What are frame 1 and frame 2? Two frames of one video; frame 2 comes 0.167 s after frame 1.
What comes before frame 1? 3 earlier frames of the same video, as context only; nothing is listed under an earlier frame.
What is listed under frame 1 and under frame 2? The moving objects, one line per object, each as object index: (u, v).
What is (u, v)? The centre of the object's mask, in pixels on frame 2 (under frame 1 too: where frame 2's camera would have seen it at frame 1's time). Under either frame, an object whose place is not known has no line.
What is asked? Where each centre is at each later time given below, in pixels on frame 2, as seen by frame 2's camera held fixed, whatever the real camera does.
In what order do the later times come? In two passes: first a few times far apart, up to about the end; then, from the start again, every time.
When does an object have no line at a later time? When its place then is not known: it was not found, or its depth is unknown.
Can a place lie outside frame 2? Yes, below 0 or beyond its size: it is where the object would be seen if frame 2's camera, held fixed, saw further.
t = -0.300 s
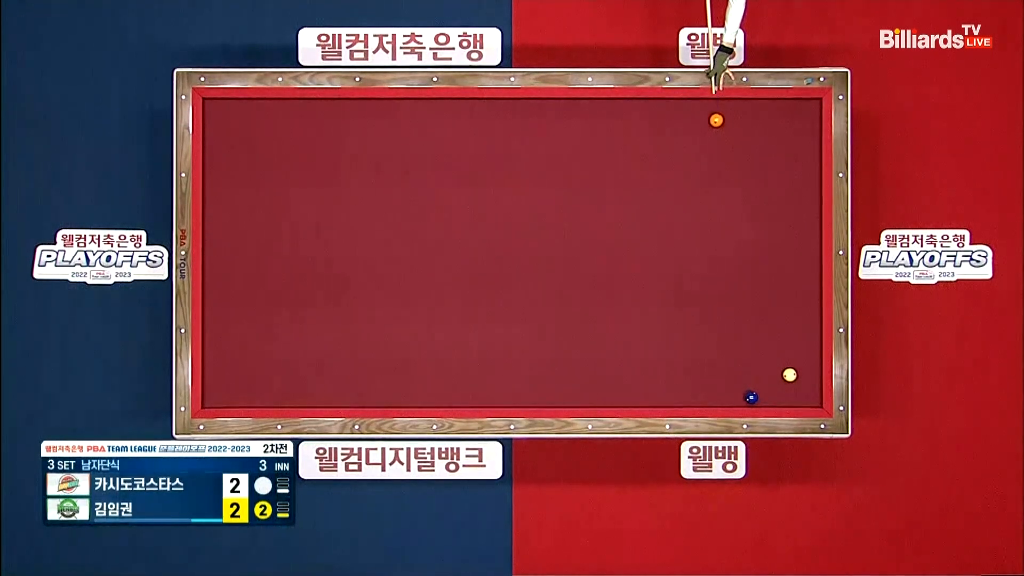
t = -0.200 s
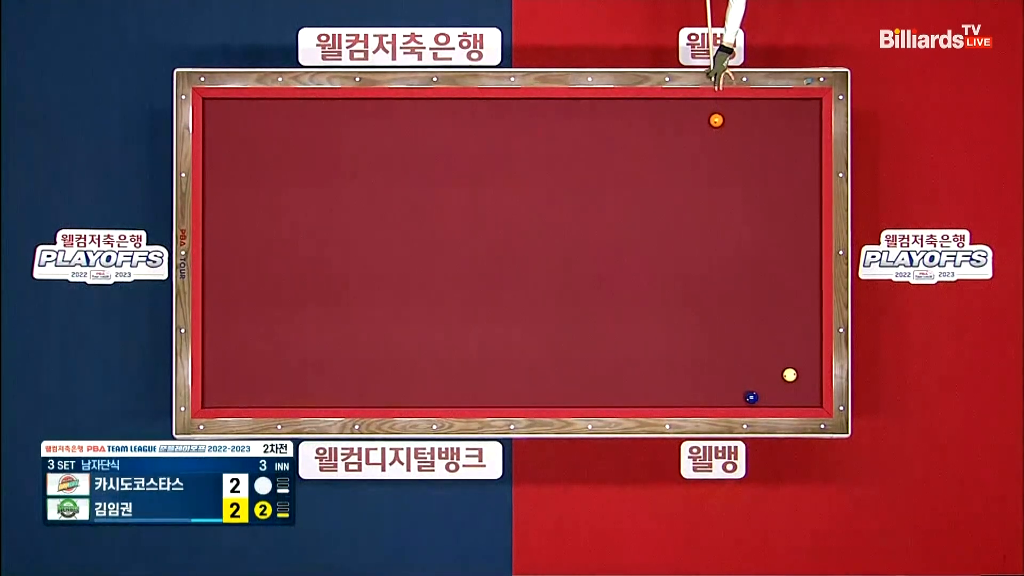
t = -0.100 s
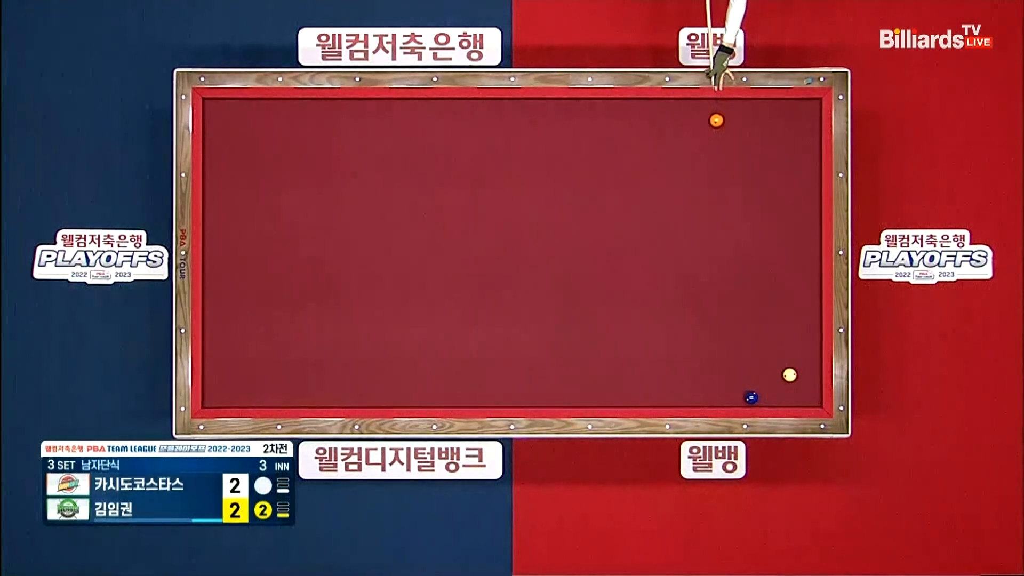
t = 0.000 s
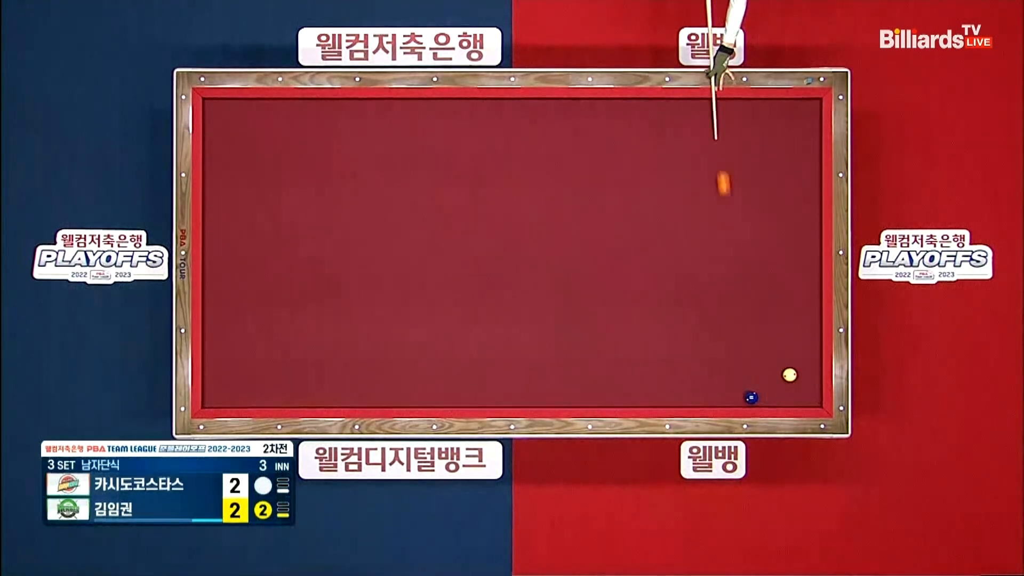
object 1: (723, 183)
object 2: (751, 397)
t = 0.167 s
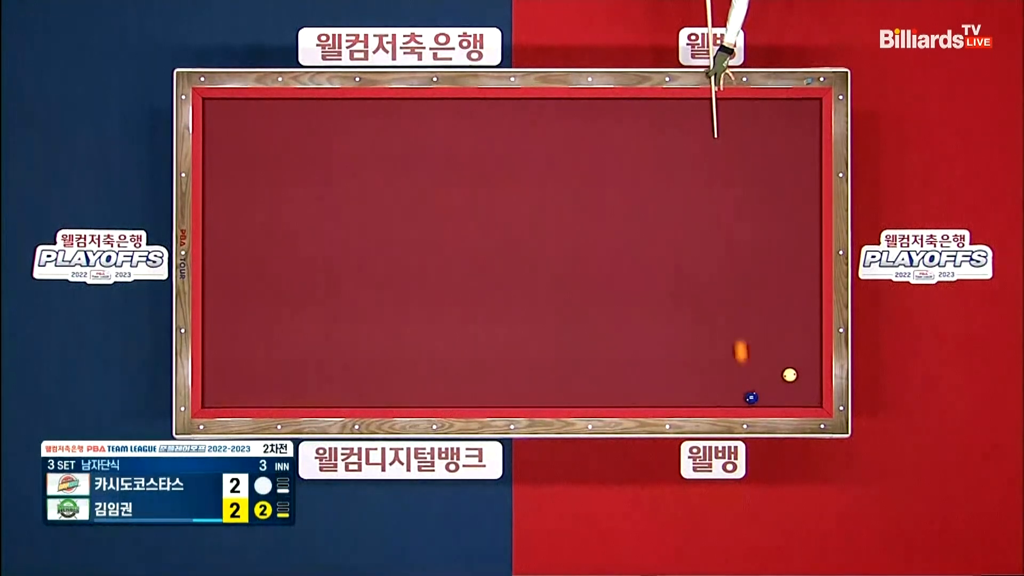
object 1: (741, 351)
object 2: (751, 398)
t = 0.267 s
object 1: (725, 400)
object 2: (769, 369)
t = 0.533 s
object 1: (653, 362)
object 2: (804, 221)
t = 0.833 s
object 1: (580, 324)
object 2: (756, 106)
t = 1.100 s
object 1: (516, 290)
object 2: (704, 179)
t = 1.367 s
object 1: (452, 257)
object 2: (654, 233)
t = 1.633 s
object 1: (390, 224)
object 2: (605, 282)
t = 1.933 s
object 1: (321, 187)
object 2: (550, 337)
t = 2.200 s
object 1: (261, 155)
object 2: (501, 385)
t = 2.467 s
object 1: (214, 123)
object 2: (464, 380)
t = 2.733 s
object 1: (254, 120)
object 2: (429, 358)
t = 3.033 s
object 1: (291, 146)
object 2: (392, 335)
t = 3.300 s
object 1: (323, 169)
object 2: (360, 315)
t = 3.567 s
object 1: (355, 191)
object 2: (328, 295)
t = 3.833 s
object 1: (386, 213)
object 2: (297, 276)
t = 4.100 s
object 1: (416, 234)
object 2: (267, 257)
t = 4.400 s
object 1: (449, 258)
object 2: (234, 236)
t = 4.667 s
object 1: (478, 279)
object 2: (212, 219)
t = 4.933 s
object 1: (507, 298)
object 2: (227, 209)
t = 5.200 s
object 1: (534, 318)
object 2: (241, 199)
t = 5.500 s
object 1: (565, 340)
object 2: (256, 189)
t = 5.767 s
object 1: (591, 358)
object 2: (268, 180)
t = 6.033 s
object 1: (616, 376)
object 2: (279, 172)
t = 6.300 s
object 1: (641, 394)
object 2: (291, 163)
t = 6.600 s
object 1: (665, 395)
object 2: (302, 155)
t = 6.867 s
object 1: (683, 387)
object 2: (312, 148)
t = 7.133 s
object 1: (701, 380)
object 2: (321, 141)
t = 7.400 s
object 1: (718, 373)
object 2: (329, 135)
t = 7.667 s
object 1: (734, 367)
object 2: (338, 129)
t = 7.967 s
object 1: (751, 359)
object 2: (346, 124)
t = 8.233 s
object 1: (766, 353)
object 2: (353, 119)
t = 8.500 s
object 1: (780, 348)
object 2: (359, 114)
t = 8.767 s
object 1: (793, 342)
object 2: (365, 110)
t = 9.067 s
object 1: (808, 336)
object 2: (370, 107)
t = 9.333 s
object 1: (812, 332)
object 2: (373, 105)
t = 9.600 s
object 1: (806, 329)
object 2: (376, 106)
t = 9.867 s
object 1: (800, 326)
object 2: (379, 107)
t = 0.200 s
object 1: (744, 383)
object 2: (751, 398)
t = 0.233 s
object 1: (734, 393)
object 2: (760, 388)
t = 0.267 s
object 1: (725, 400)
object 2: (769, 369)
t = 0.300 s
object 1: (715, 397)
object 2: (777, 348)
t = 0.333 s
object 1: (705, 391)
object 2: (784, 330)
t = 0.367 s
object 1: (696, 386)
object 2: (793, 309)
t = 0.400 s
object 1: (687, 381)
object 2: (800, 291)
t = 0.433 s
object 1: (677, 376)
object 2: (808, 272)
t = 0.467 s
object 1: (669, 371)
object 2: (814, 254)
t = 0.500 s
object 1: (661, 367)
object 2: (812, 238)
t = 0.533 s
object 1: (653, 362)
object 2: (804, 221)
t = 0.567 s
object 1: (644, 358)
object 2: (798, 208)
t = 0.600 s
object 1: (636, 354)
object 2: (792, 194)
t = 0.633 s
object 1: (628, 350)
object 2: (787, 179)
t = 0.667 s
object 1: (620, 345)
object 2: (781, 165)
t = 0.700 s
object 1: (612, 341)
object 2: (775, 151)
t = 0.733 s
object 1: (604, 337)
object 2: (771, 139)
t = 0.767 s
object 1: (596, 333)
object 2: (766, 126)
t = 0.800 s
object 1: (588, 328)
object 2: (761, 113)
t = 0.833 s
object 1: (580, 324)
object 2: (756, 106)
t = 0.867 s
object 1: (572, 320)
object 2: (749, 116)
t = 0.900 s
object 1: (564, 316)
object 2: (743, 126)
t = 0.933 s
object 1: (556, 311)
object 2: (736, 136)
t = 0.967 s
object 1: (548, 307)
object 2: (730, 145)
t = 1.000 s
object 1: (540, 303)
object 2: (723, 155)
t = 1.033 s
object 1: (532, 298)
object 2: (717, 163)
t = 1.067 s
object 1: (524, 294)
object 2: (710, 172)
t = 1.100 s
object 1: (516, 290)
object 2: (704, 179)
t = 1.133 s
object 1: (508, 286)
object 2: (697, 187)
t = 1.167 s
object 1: (500, 282)
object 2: (691, 194)
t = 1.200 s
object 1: (492, 277)
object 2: (685, 201)
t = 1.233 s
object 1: (484, 273)
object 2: (678, 208)
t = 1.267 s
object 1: (476, 269)
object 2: (672, 214)
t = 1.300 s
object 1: (468, 265)
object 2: (666, 220)
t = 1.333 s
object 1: (461, 261)
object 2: (660, 226)
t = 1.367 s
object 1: (452, 257)
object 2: (654, 233)
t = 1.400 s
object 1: (445, 252)
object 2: (648, 239)
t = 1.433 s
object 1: (437, 248)
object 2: (641, 245)
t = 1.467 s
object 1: (429, 244)
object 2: (635, 251)
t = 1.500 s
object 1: (421, 240)
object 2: (629, 258)
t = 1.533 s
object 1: (414, 236)
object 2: (622, 264)
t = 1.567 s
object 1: (406, 232)
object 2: (617, 270)
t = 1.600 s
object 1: (398, 228)
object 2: (610, 276)
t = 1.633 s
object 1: (390, 224)
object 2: (605, 282)
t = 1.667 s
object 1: (383, 220)
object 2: (598, 288)
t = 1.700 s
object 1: (375, 215)
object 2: (593, 294)
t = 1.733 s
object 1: (367, 211)
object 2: (587, 300)
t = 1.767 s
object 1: (359, 208)
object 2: (580, 307)
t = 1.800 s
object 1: (352, 204)
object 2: (574, 312)
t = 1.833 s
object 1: (344, 199)
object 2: (568, 319)
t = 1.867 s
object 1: (337, 195)
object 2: (562, 324)
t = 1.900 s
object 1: (329, 191)
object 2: (555, 331)
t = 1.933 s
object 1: (321, 187)
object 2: (550, 337)
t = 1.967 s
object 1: (314, 183)
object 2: (544, 343)
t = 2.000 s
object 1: (306, 179)
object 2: (538, 349)
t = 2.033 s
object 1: (298, 175)
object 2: (532, 355)
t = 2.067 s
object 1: (291, 171)
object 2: (526, 361)
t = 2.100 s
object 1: (283, 167)
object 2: (520, 367)
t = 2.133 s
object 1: (276, 163)
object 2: (513, 373)
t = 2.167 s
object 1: (268, 159)
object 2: (508, 379)
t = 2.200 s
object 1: (261, 155)
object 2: (501, 385)
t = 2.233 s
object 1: (253, 151)
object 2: (496, 391)
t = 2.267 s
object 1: (246, 147)
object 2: (490, 397)
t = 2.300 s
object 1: (238, 144)
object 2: (485, 400)
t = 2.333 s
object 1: (231, 139)
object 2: (480, 396)
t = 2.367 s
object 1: (223, 135)
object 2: (476, 392)
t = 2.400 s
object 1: (216, 131)
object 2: (472, 387)
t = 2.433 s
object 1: (209, 128)
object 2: (468, 383)
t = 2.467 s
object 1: (214, 123)
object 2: (464, 380)
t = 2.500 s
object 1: (221, 118)
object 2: (459, 377)
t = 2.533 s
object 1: (226, 112)
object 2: (455, 374)
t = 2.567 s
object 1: (231, 108)
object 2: (451, 372)
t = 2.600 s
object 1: (236, 106)
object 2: (446, 369)
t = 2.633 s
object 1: (241, 110)
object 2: (442, 366)
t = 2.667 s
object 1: (245, 113)
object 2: (438, 364)
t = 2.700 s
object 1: (250, 117)
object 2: (434, 361)
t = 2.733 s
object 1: (254, 120)
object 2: (429, 358)
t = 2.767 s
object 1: (258, 123)
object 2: (425, 356)
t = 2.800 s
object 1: (263, 126)
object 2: (421, 354)
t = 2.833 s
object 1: (267, 128)
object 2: (417, 350)
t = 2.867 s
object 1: (271, 131)
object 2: (413, 348)
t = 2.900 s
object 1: (275, 134)
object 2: (409, 346)
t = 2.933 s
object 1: (279, 137)
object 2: (405, 343)
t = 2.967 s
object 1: (283, 140)
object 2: (400, 340)
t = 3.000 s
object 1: (287, 143)
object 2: (397, 338)
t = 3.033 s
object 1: (291, 146)
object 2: (392, 335)
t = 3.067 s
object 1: (295, 149)
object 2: (388, 332)
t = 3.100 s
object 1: (299, 152)
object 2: (384, 330)
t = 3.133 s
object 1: (303, 154)
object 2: (380, 328)
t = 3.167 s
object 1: (307, 158)
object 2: (376, 325)
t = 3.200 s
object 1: (312, 160)
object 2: (371, 322)
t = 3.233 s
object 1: (315, 163)
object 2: (367, 320)
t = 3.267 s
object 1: (319, 166)
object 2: (363, 318)
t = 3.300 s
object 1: (323, 169)
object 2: (360, 315)
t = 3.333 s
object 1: (327, 171)
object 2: (356, 312)
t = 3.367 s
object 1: (331, 174)
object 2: (352, 310)
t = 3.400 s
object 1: (335, 177)
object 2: (348, 307)
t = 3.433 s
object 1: (339, 180)
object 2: (343, 305)
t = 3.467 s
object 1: (343, 183)
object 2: (339, 302)
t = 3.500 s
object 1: (347, 186)
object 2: (336, 300)
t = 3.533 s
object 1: (351, 188)
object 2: (332, 297)
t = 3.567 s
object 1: (355, 191)
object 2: (328, 295)
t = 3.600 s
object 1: (359, 194)
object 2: (324, 293)
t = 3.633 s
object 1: (362, 197)
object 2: (320, 290)
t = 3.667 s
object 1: (367, 199)
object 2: (316, 288)
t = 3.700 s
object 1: (370, 202)
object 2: (312, 285)
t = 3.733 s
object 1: (374, 205)
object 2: (308, 283)
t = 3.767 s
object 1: (378, 208)
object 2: (304, 280)
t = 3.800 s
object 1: (382, 210)
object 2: (300, 278)
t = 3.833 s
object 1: (386, 213)
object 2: (297, 276)
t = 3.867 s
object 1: (389, 216)
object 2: (293, 273)
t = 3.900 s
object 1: (393, 218)
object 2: (289, 271)
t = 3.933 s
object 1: (397, 221)
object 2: (285, 269)
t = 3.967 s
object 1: (401, 224)
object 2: (282, 267)
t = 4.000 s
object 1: (404, 227)
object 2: (278, 264)
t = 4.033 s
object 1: (409, 229)
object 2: (274, 262)
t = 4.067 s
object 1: (412, 232)
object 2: (271, 259)
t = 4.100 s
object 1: (416, 234)
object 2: (267, 257)
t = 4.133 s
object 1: (420, 237)
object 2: (263, 254)
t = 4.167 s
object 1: (423, 240)
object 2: (259, 252)
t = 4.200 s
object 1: (427, 243)
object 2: (255, 250)
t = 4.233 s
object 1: (431, 245)
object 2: (251, 247)
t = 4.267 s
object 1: (435, 248)
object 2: (248, 245)
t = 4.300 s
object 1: (438, 250)
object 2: (244, 243)
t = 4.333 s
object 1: (442, 253)
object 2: (241, 241)
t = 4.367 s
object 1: (446, 256)
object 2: (238, 238)
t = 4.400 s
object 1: (449, 258)
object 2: (234, 236)
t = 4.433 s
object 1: (453, 261)
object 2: (230, 234)
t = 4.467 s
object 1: (457, 263)
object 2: (226, 232)
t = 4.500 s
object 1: (461, 266)
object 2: (223, 229)
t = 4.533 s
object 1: (464, 268)
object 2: (219, 227)
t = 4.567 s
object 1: (468, 271)
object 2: (215, 225)
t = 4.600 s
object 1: (471, 273)
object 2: (212, 222)
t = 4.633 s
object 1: (475, 276)
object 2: (210, 220)
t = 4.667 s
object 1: (478, 279)
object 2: (212, 219)
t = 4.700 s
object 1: (482, 281)
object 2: (214, 218)
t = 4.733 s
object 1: (485, 284)
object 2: (216, 217)
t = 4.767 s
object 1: (489, 286)
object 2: (218, 215)
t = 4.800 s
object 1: (493, 289)
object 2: (220, 213)
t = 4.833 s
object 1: (496, 291)
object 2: (222, 213)
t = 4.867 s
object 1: (500, 294)
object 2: (224, 211)
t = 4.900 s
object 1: (503, 296)
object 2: (225, 210)
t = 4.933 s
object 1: (507, 298)
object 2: (227, 209)
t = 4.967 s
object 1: (510, 301)
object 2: (229, 208)
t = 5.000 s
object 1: (514, 303)
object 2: (230, 207)
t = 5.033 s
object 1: (517, 306)
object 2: (232, 206)
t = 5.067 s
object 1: (521, 308)
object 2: (234, 204)
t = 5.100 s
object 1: (524, 311)
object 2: (236, 203)
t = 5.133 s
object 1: (528, 313)
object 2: (238, 201)
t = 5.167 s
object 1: (531, 316)
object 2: (239, 200)
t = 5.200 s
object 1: (534, 318)
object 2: (241, 199)
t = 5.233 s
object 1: (538, 320)
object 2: (242, 198)
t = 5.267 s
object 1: (541, 323)
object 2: (244, 197)
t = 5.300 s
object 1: (545, 325)
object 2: (246, 196)
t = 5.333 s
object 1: (548, 328)
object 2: (247, 195)
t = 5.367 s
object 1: (551, 330)
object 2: (249, 194)
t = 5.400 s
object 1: (554, 332)
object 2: (250, 192)
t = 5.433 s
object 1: (558, 335)
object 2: (253, 191)
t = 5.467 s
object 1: (561, 337)
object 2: (254, 190)
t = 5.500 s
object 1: (565, 340)
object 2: (256, 189)
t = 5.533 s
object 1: (568, 342)
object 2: (257, 188)
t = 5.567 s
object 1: (571, 344)
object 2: (258, 187)
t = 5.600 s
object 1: (574, 347)
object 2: (260, 185)
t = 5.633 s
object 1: (578, 349)
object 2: (262, 184)
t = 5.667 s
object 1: (581, 351)
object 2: (263, 183)
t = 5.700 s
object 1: (584, 353)
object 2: (265, 182)
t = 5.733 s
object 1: (588, 356)
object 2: (266, 181)
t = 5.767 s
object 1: (591, 358)
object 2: (268, 180)
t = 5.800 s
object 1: (594, 360)
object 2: (269, 179)
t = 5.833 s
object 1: (597, 363)
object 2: (271, 178)
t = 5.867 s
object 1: (600, 365)
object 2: (272, 176)
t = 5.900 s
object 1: (603, 367)
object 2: (274, 175)
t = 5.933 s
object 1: (607, 369)
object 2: (275, 175)
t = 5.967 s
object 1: (610, 372)
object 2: (277, 173)
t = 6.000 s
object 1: (613, 374)
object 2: (278, 173)
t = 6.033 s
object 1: (616, 376)
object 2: (279, 172)
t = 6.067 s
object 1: (619, 378)
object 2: (281, 170)
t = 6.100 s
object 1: (622, 381)
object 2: (283, 170)
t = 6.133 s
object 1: (626, 383)
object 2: (284, 168)
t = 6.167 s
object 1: (629, 385)
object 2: (285, 167)
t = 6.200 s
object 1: (632, 387)
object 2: (286, 167)
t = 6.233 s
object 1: (635, 389)
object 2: (288, 165)
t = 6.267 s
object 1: (638, 392)
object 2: (289, 164)
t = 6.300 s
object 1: (641, 394)
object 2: (291, 163)
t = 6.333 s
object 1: (644, 396)
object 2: (292, 162)
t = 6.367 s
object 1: (647, 398)
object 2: (293, 161)
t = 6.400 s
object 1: (650, 400)
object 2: (294, 161)
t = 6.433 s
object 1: (653, 400)
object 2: (296, 160)
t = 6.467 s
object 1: (655, 399)
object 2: (297, 158)
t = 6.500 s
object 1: (658, 398)
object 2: (298, 157)
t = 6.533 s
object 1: (660, 397)
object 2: (300, 157)
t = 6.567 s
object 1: (662, 396)
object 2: (301, 156)
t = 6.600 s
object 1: (665, 395)
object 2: (302, 155)
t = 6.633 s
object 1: (667, 394)
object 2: (303, 154)
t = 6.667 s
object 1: (669, 393)
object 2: (305, 153)
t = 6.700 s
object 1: (672, 392)
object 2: (306, 152)
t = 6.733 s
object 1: (674, 391)
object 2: (307, 151)
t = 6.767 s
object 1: (676, 390)
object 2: (309, 150)
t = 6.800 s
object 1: (679, 389)
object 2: (310, 149)
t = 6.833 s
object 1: (681, 388)
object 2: (311, 148)
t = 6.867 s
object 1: (683, 387)
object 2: (312, 148)
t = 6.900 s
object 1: (685, 386)
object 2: (313, 147)
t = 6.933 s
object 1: (688, 385)
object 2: (314, 146)
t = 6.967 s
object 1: (690, 384)
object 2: (316, 146)
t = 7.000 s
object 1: (692, 383)
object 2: (317, 144)
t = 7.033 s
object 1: (694, 383)
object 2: (318, 144)
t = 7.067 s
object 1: (696, 382)
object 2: (319, 143)
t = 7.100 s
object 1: (698, 381)
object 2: (320, 142)
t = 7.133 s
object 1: (701, 380)
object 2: (321, 141)
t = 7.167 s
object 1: (703, 379)
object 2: (322, 141)
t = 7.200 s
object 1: (705, 378)
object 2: (324, 139)
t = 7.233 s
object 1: (707, 377)
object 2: (324, 139)
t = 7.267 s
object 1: (709, 376)
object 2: (326, 138)
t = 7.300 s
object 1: (711, 375)
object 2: (327, 137)
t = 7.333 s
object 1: (713, 375)
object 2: (328, 137)
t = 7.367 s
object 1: (716, 374)
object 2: (328, 136)
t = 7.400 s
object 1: (718, 373)
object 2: (329, 135)
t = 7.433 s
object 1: (719, 372)
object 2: (331, 134)
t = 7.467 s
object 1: (722, 372)
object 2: (332, 133)
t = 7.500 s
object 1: (724, 370)
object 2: (333, 132)
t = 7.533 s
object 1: (726, 369)
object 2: (334, 132)
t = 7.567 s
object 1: (727, 369)
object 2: (335, 131)
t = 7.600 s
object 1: (729, 368)
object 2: (336, 131)
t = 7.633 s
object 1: (732, 367)
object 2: (337, 130)
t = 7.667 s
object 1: (734, 367)
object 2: (338, 129)
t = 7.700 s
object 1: (735, 366)
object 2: (339, 128)
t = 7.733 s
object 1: (738, 365)
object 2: (340, 128)
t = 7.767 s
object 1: (740, 364)
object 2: (341, 127)
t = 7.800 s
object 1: (741, 363)
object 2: (341, 126)
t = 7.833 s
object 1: (743, 362)
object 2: (342, 126)
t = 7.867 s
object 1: (745, 362)
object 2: (343, 125)
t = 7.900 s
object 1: (747, 361)
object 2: (344, 124)
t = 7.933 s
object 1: (749, 360)
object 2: (345, 124)
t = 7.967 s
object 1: (751, 359)
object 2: (346, 124)
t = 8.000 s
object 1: (753, 359)
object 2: (347, 123)
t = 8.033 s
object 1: (755, 358)
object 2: (348, 122)
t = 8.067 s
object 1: (757, 357)
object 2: (349, 121)
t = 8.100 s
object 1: (759, 356)
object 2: (349, 121)
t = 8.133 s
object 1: (760, 356)
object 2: (350, 120)
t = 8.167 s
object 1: (762, 355)
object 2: (351, 120)
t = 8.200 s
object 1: (764, 354)
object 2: (352, 119)
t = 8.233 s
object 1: (766, 353)
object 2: (353, 119)
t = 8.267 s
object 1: (768, 352)
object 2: (354, 118)
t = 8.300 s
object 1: (770, 352)
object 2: (355, 117)
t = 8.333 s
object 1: (771, 351)
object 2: (355, 117)
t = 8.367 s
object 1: (773, 350)
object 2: (356, 116)
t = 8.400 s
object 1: (775, 350)
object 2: (357, 116)
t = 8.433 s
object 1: (777, 349)
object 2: (357, 115)
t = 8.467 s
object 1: (778, 348)
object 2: (358, 114)
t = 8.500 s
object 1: (780, 348)
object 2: (359, 114)
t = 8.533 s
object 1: (782, 347)
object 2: (359, 114)
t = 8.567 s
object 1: (783, 346)
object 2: (360, 113)
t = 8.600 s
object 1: (785, 346)
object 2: (361, 113)
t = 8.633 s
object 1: (787, 345)
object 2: (362, 112)
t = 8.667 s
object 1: (788, 344)
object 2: (363, 112)
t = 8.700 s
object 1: (790, 343)
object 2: (364, 111)
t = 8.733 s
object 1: (792, 343)
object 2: (364, 111)
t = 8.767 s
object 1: (793, 342)
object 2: (365, 110)
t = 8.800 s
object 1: (795, 341)
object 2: (365, 110)
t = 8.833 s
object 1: (797, 341)
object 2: (366, 109)
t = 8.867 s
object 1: (798, 340)
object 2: (366, 109)
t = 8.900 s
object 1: (800, 339)
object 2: (367, 109)
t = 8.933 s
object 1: (802, 339)
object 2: (367, 109)
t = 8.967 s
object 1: (803, 338)
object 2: (368, 108)
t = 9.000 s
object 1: (805, 338)
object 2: (368, 107)
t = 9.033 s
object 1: (806, 337)
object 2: (369, 107)
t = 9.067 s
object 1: (808, 336)
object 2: (370, 107)
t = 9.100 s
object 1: (809, 336)
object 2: (370, 107)
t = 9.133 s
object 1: (811, 335)
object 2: (371, 106)
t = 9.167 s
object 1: (812, 335)
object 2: (371, 106)
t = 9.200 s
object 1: (814, 334)
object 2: (372, 106)
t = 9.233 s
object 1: (815, 333)
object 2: (372, 105)
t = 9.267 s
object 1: (814, 333)
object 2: (373, 105)
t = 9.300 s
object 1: (813, 333)
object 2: (373, 105)
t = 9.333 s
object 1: (812, 332)
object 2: (373, 105)
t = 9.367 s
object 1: (811, 332)
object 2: (374, 106)
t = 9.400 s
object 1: (811, 331)
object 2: (374, 106)
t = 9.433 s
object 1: (810, 331)
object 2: (375, 106)
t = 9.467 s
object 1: (809, 331)
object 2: (375, 106)
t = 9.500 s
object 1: (808, 330)
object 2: (375, 106)
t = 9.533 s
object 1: (807, 330)
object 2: (375, 106)
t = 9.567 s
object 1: (807, 329)
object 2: (376, 106)
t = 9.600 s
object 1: (806, 329)
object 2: (376, 106)
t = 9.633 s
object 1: (805, 329)
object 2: (377, 107)
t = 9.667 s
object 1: (804, 328)
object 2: (377, 107)
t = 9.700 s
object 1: (804, 328)
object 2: (377, 107)
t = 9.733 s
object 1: (803, 328)
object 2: (377, 107)
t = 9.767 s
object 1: (802, 327)
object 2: (378, 107)
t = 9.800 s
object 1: (801, 327)
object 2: (378, 107)
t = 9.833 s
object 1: (801, 326)
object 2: (379, 107)
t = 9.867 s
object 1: (800, 326)
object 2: (379, 107)
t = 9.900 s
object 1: (800, 326)
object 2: (379, 108)
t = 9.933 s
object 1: (799, 326)
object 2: (379, 108)
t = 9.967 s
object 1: (798, 325)
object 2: (380, 108)
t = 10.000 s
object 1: (798, 325)
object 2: (380, 108)
